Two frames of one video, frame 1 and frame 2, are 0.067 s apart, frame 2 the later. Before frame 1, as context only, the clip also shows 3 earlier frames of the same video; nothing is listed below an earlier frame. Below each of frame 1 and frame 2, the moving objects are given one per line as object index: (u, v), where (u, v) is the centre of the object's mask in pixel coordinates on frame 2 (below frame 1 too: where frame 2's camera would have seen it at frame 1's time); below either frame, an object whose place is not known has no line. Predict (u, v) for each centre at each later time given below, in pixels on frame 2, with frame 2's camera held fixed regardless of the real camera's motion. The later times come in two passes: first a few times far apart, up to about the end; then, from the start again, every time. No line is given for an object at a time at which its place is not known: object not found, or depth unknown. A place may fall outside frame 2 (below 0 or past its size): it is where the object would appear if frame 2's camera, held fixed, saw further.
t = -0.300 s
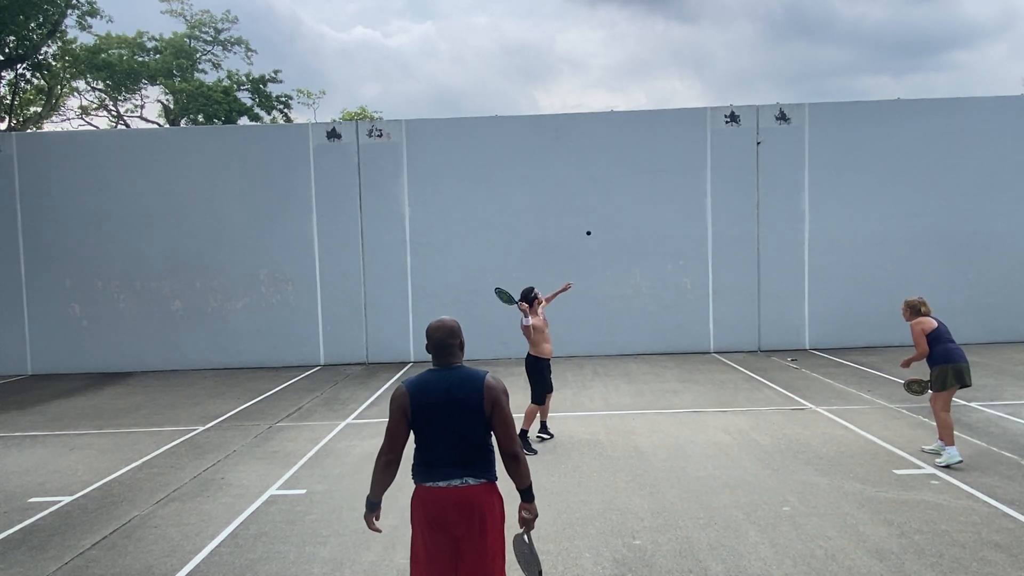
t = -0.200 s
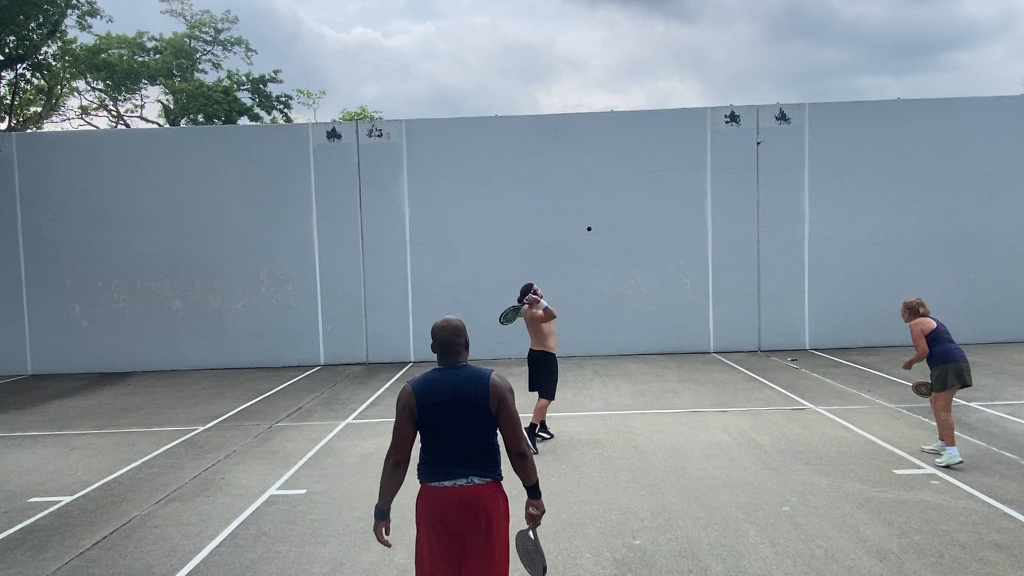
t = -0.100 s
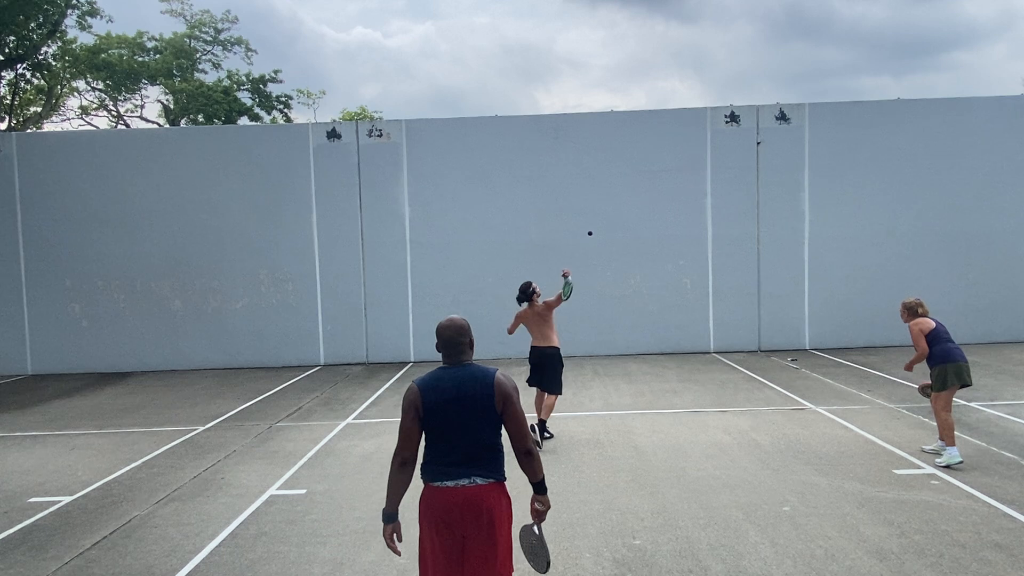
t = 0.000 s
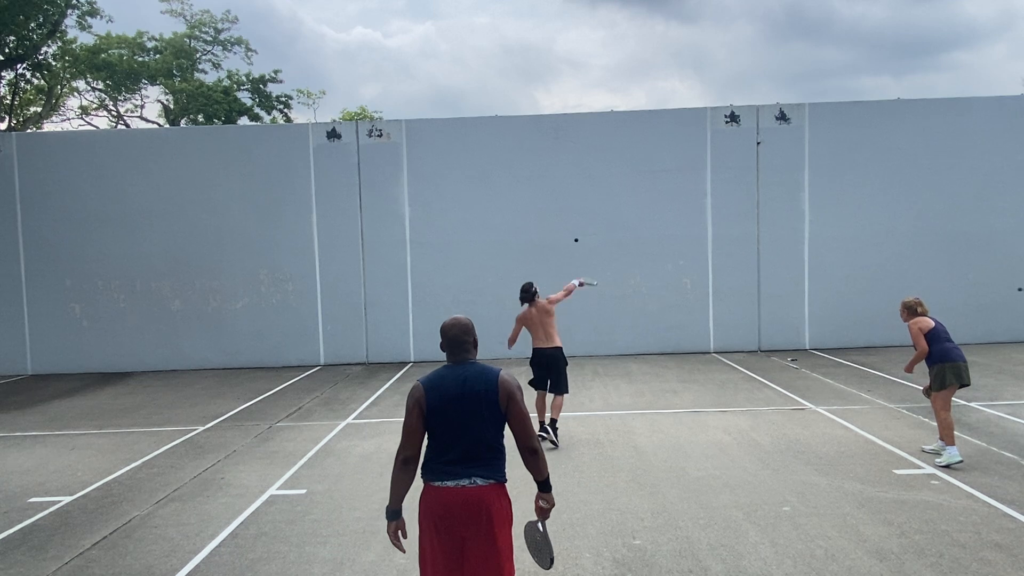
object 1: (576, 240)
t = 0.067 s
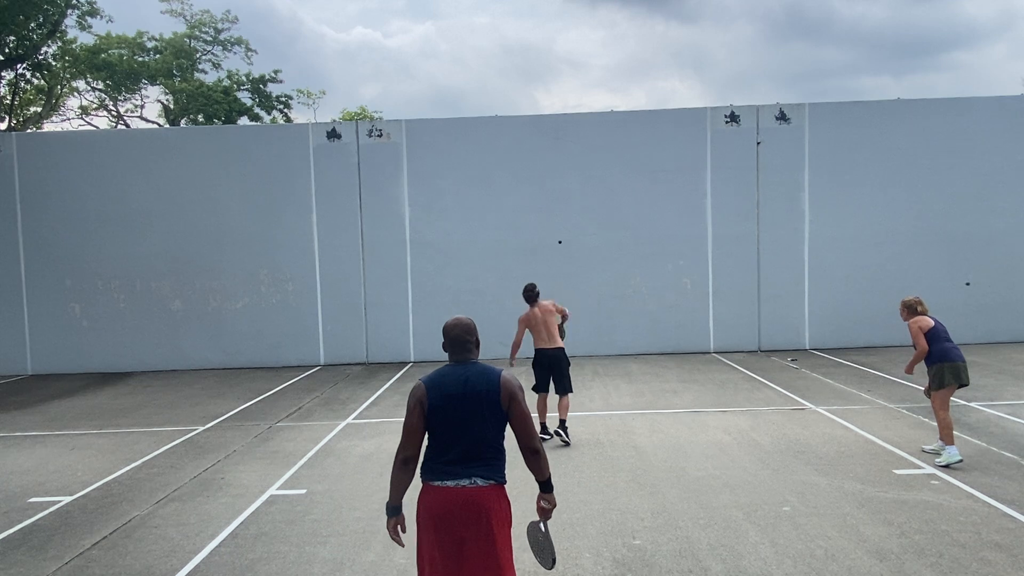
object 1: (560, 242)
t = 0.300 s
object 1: (537, 258)
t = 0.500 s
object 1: (522, 305)
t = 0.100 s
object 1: (554, 244)
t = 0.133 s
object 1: (548, 245)
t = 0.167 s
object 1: (544, 247)
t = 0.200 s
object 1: (542, 249)
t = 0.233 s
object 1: (541, 251)
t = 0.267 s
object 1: (539, 254)
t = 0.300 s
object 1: (537, 258)
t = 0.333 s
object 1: (535, 262)
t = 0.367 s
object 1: (533, 268)
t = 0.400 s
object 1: (530, 275)
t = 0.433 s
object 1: (528, 284)
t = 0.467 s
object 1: (525, 294)
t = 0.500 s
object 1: (522, 305)
